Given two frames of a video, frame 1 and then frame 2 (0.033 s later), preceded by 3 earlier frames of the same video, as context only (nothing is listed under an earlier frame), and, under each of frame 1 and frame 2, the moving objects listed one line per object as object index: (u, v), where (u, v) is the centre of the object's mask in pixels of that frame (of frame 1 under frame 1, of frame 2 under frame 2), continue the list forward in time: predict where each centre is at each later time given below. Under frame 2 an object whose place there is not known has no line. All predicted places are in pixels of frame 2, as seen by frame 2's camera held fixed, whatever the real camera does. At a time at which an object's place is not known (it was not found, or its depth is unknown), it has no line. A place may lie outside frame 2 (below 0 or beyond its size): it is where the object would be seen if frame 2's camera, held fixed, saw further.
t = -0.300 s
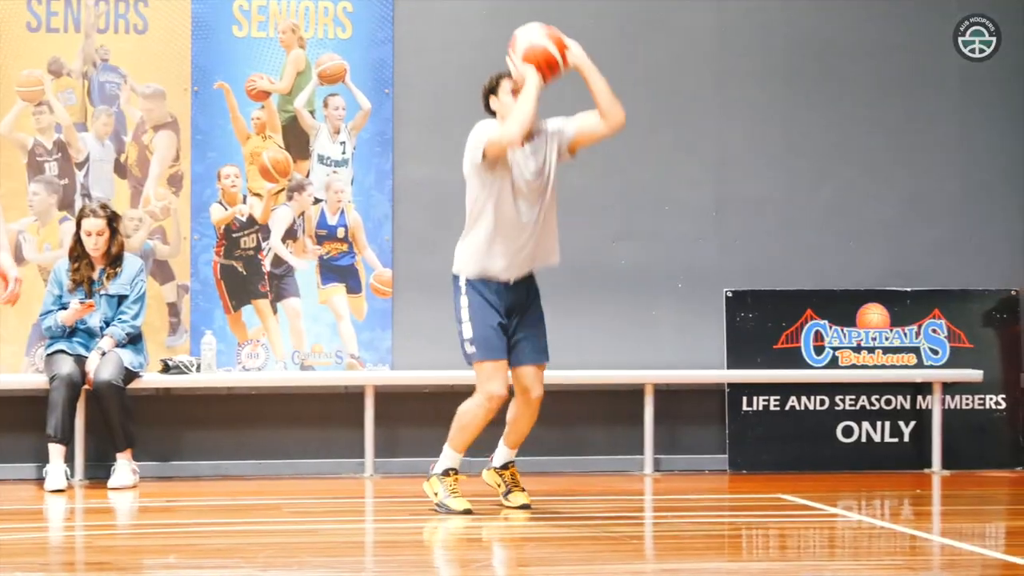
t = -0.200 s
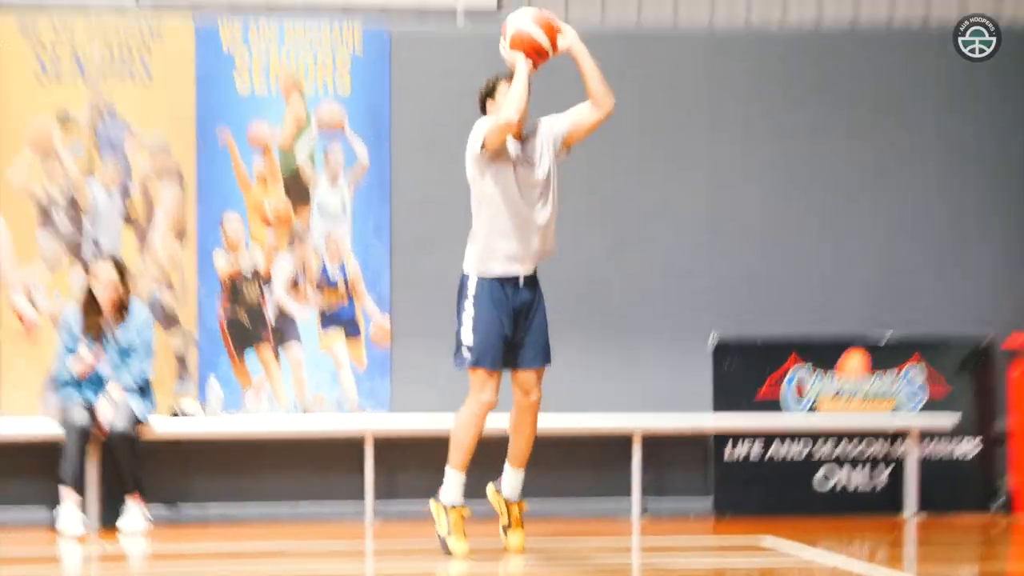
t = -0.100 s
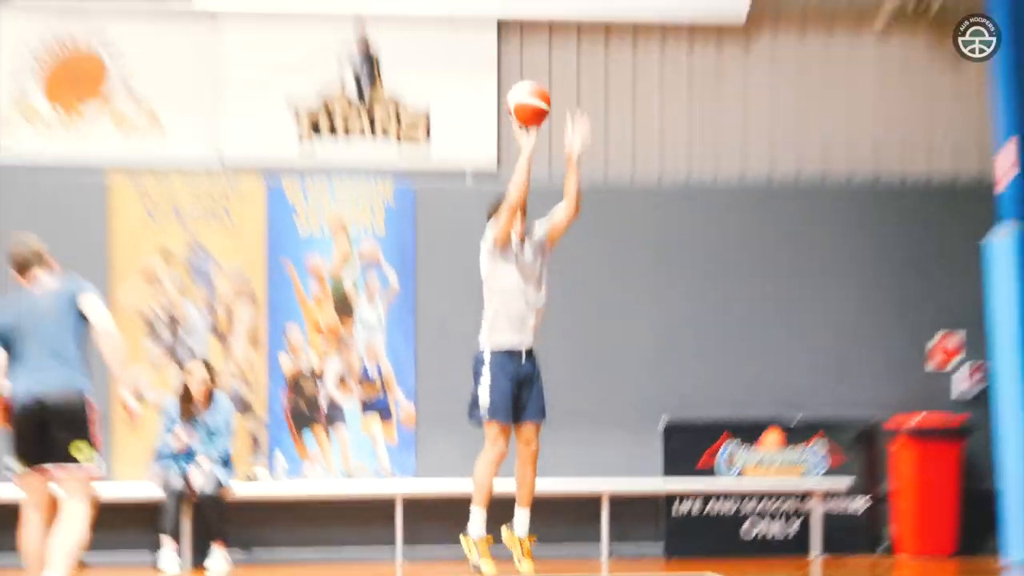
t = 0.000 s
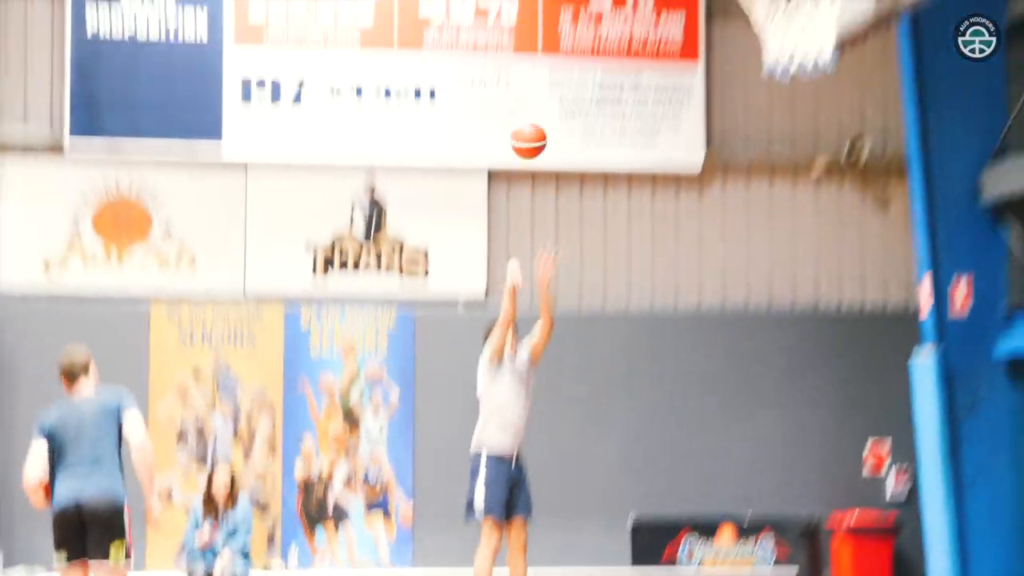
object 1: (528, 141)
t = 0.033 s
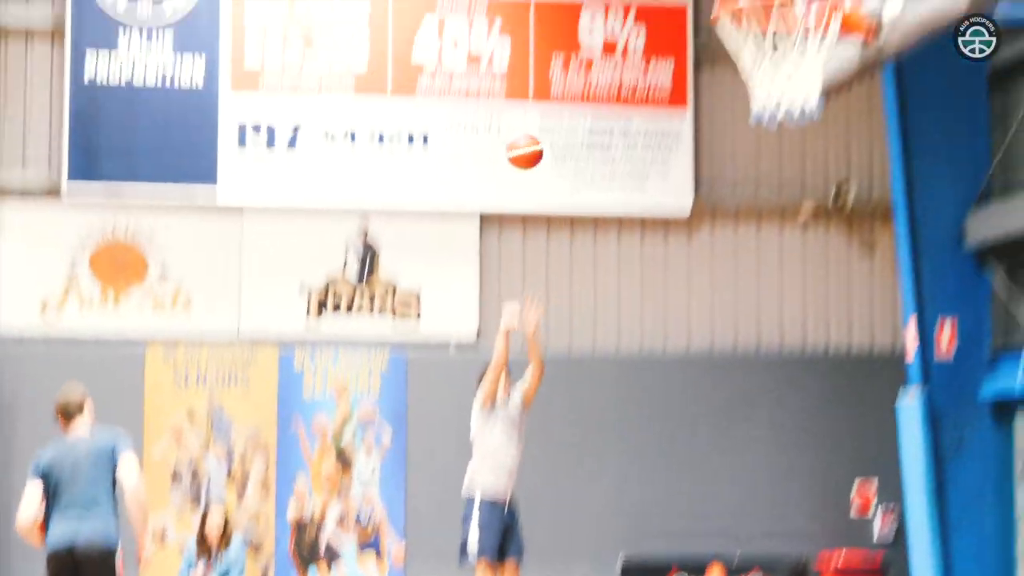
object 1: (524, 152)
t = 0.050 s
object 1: (527, 135)
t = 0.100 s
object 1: (534, 89)
